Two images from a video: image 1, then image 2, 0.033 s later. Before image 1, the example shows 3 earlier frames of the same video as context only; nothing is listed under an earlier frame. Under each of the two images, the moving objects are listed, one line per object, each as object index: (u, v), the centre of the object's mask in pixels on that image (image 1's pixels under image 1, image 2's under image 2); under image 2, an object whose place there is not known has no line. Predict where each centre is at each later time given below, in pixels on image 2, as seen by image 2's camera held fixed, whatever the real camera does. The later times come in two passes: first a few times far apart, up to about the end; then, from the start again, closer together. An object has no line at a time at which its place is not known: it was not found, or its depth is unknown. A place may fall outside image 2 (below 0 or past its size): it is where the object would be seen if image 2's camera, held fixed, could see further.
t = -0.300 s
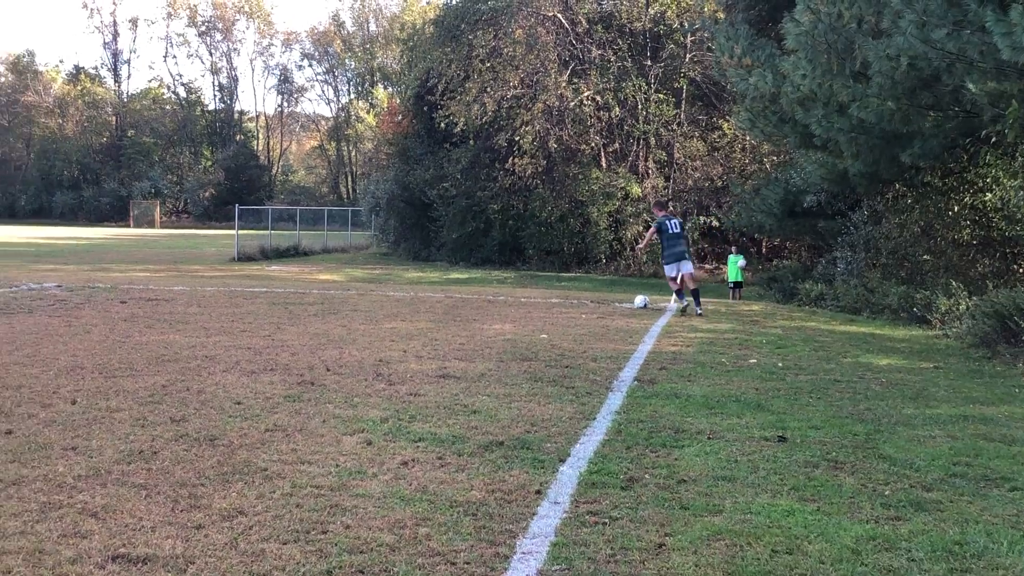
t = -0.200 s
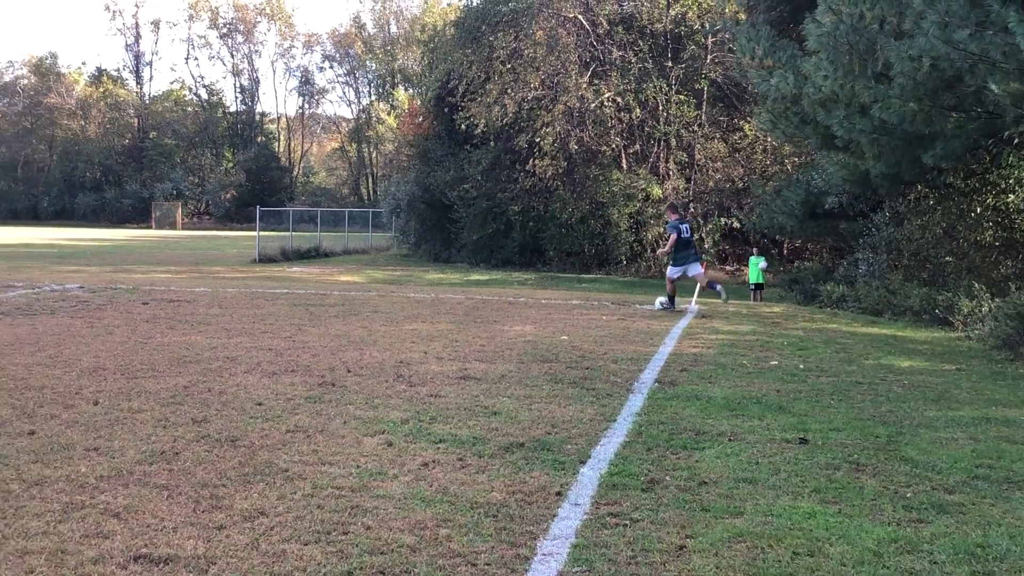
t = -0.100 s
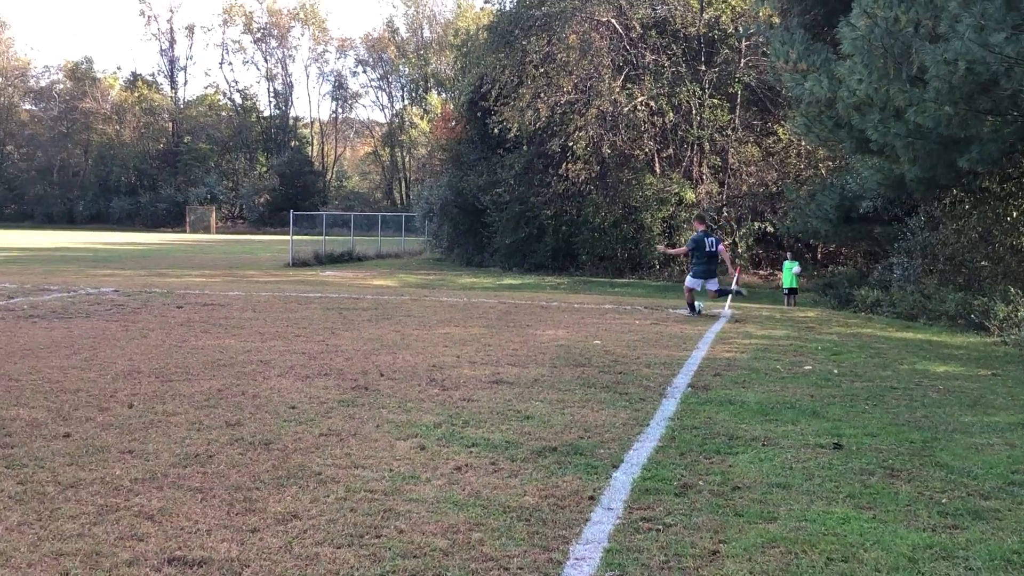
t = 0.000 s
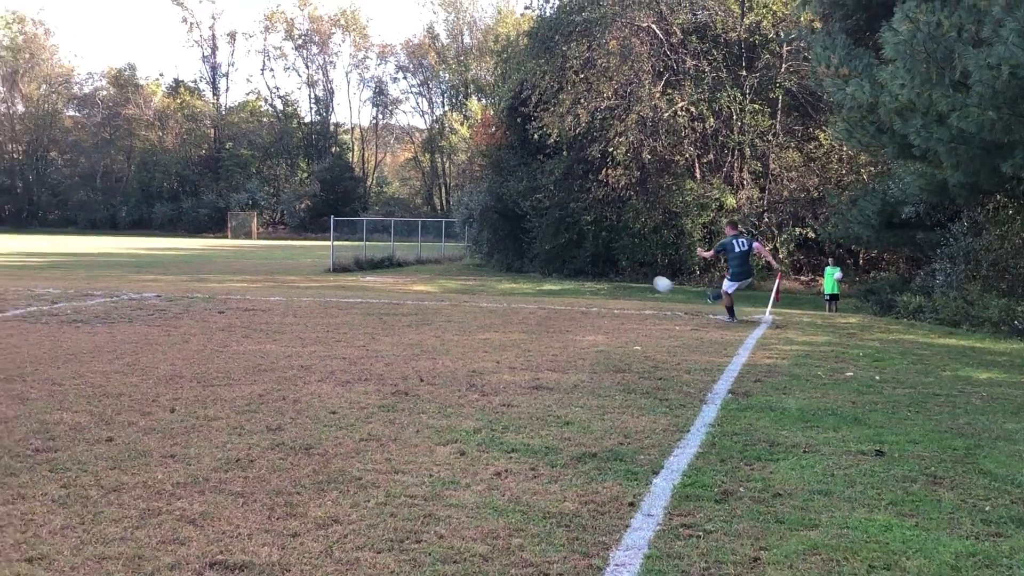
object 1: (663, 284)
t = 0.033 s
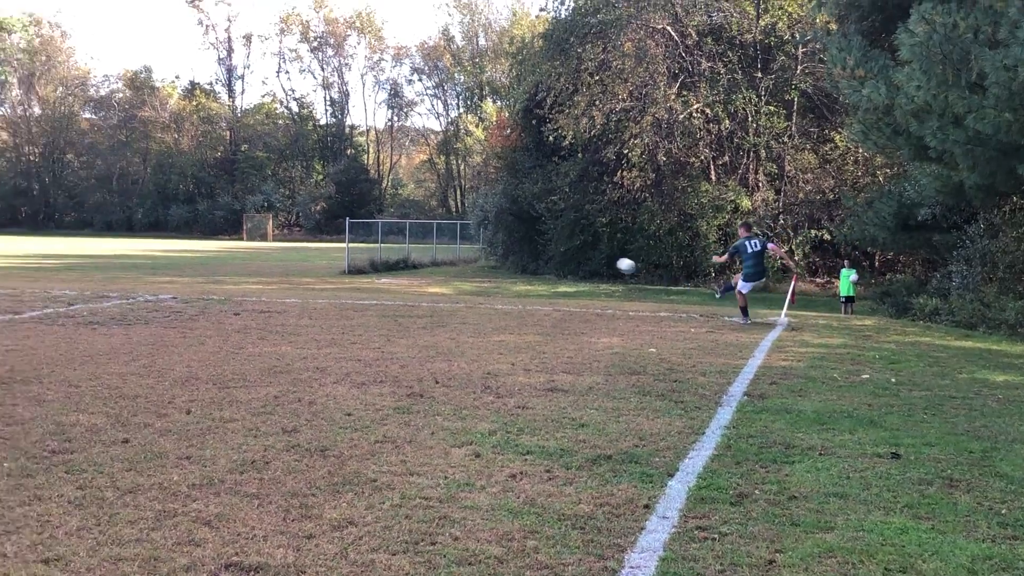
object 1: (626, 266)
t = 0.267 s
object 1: (290, 145)
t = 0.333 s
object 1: (196, 114)
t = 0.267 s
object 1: (290, 145)
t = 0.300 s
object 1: (243, 130)
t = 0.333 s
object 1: (196, 114)
